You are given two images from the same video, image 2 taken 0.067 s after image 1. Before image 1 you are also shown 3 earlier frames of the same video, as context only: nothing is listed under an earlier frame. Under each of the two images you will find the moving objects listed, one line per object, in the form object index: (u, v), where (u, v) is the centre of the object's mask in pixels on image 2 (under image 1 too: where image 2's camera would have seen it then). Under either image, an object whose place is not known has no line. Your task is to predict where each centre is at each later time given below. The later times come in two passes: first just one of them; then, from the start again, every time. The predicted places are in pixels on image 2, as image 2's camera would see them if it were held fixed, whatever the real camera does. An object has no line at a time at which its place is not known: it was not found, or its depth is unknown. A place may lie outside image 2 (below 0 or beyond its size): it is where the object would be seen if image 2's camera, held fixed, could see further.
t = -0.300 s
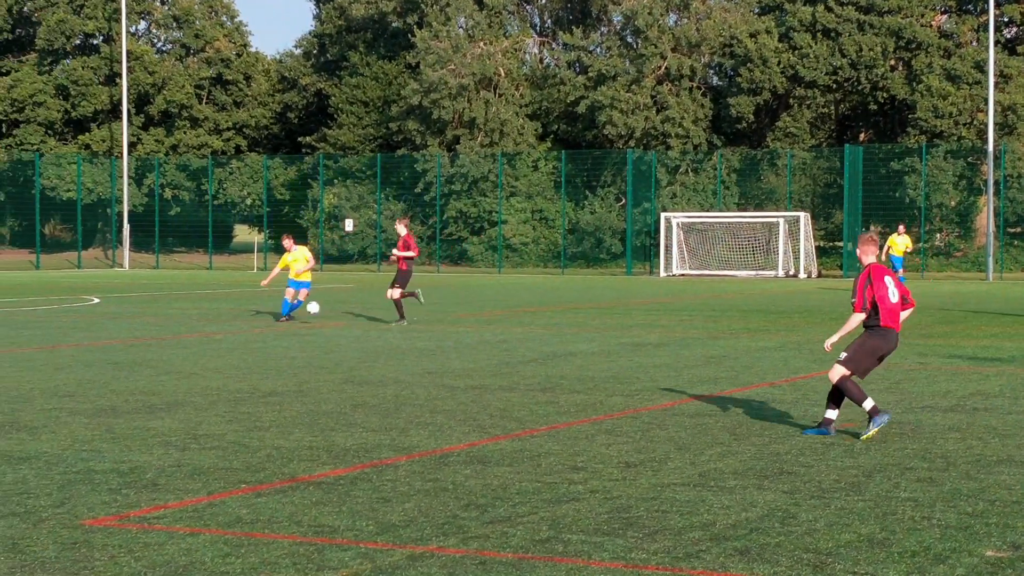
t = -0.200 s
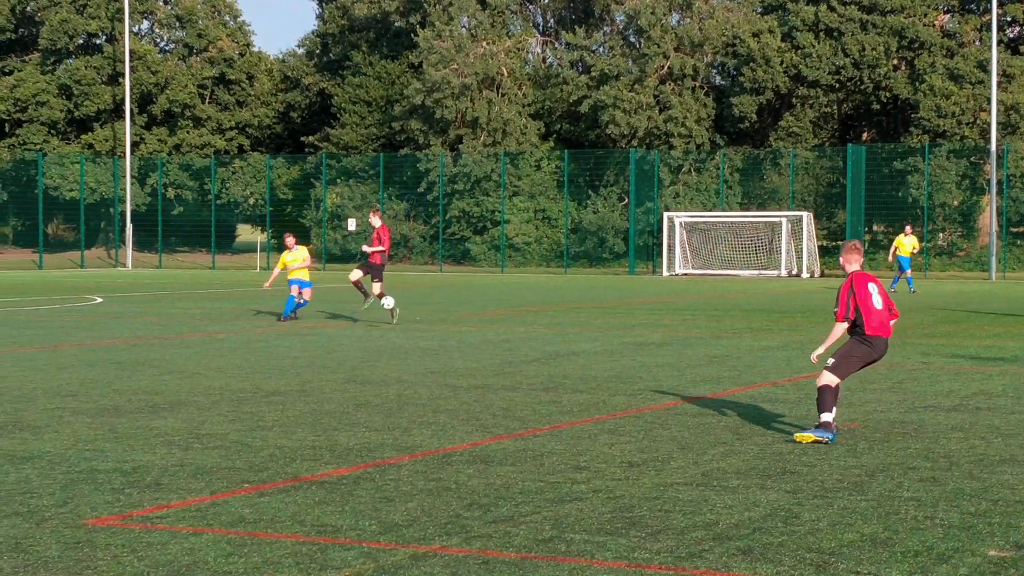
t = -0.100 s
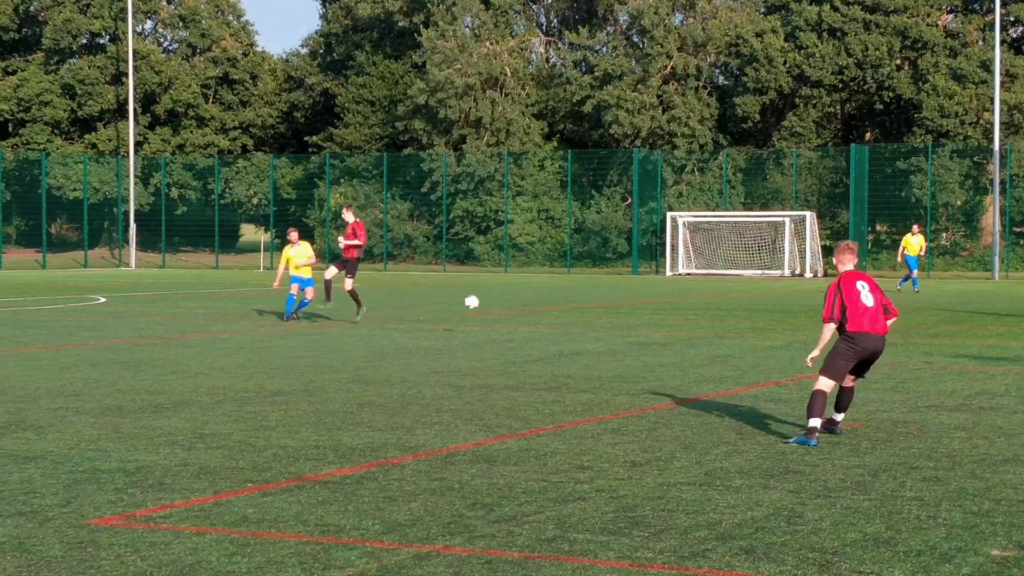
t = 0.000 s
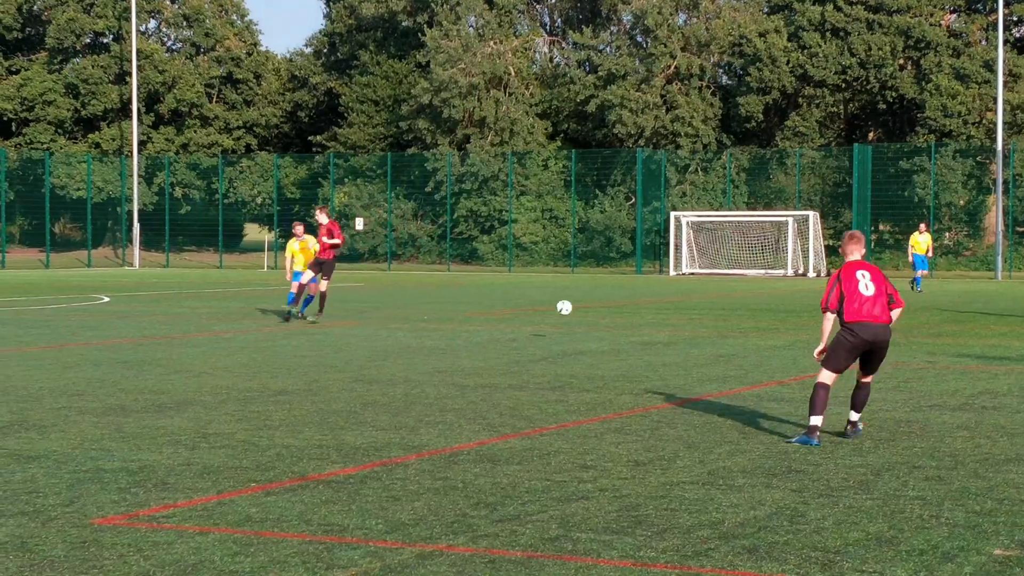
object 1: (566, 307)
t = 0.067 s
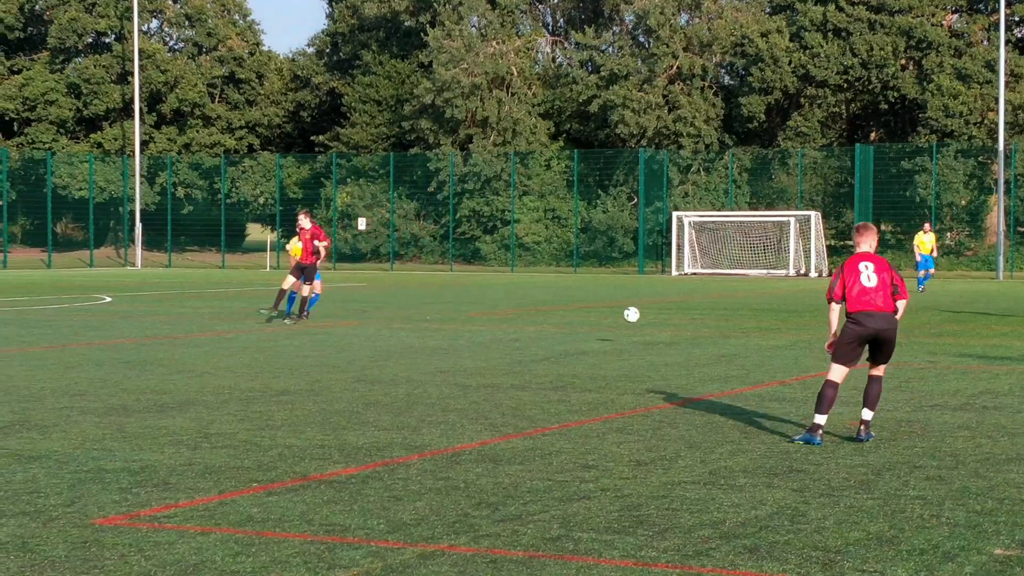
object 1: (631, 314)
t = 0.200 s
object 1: (777, 339)
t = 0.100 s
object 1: (666, 319)
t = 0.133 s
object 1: (702, 325)
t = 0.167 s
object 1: (739, 332)
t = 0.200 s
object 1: (777, 339)
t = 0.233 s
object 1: (817, 348)
